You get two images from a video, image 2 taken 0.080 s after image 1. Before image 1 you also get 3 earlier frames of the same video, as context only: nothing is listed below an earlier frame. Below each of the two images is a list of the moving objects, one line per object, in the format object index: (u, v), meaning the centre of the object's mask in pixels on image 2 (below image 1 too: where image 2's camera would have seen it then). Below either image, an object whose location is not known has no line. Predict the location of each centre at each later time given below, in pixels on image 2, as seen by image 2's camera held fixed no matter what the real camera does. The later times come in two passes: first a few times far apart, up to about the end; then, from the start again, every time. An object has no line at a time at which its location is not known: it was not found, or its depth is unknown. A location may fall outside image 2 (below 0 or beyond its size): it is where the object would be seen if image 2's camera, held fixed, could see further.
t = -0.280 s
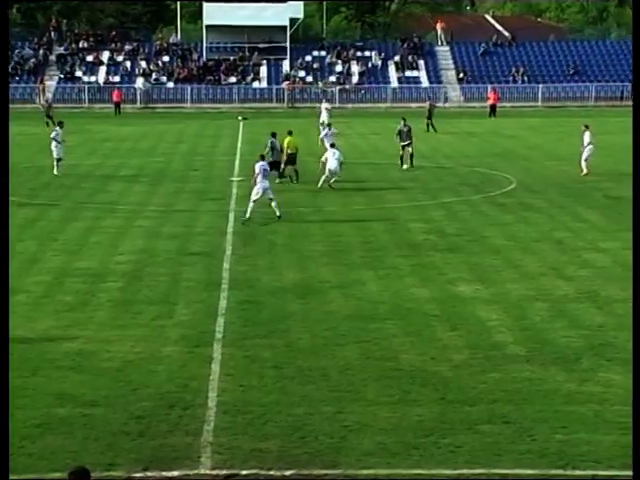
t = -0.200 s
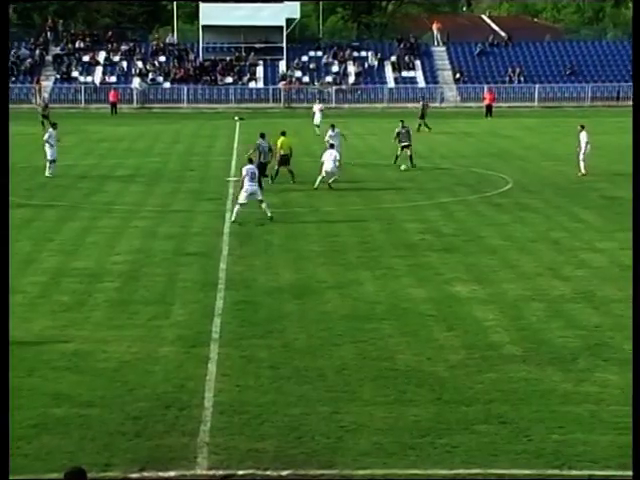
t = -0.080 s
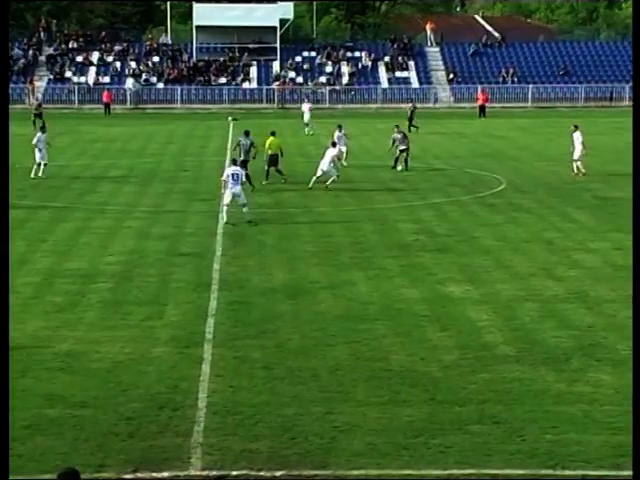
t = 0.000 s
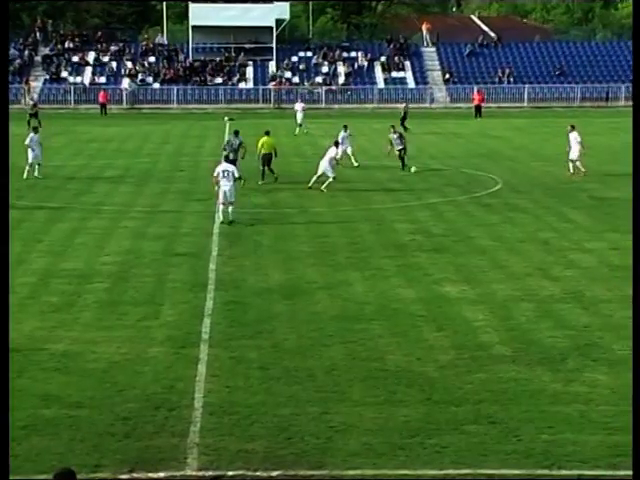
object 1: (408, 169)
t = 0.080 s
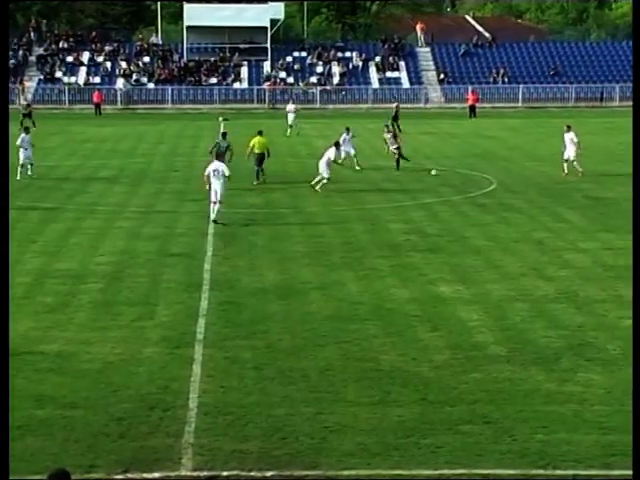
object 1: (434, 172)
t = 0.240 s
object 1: (483, 177)
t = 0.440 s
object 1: (542, 183)
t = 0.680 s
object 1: (605, 190)
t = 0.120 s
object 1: (446, 173)
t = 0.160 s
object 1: (458, 174)
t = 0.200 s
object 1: (471, 175)
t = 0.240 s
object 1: (483, 177)
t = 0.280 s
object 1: (495, 178)
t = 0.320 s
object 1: (508, 180)
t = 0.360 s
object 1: (520, 181)
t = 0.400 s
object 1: (530, 182)
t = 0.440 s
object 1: (542, 183)
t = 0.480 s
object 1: (556, 184)
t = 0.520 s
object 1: (565, 184)
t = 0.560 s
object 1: (575, 187)
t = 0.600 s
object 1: (585, 188)
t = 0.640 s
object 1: (595, 189)
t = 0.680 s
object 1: (605, 190)
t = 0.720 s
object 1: (614, 191)
